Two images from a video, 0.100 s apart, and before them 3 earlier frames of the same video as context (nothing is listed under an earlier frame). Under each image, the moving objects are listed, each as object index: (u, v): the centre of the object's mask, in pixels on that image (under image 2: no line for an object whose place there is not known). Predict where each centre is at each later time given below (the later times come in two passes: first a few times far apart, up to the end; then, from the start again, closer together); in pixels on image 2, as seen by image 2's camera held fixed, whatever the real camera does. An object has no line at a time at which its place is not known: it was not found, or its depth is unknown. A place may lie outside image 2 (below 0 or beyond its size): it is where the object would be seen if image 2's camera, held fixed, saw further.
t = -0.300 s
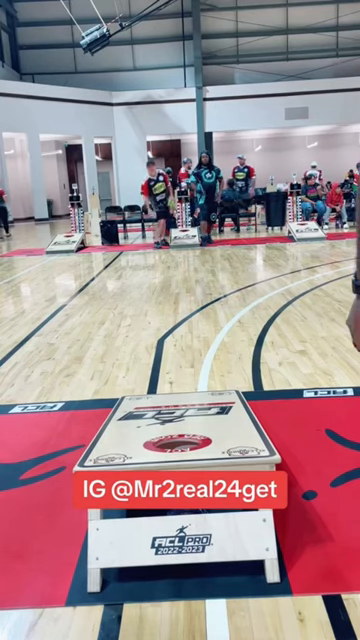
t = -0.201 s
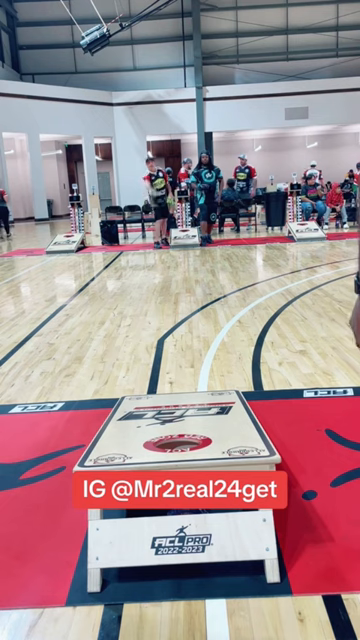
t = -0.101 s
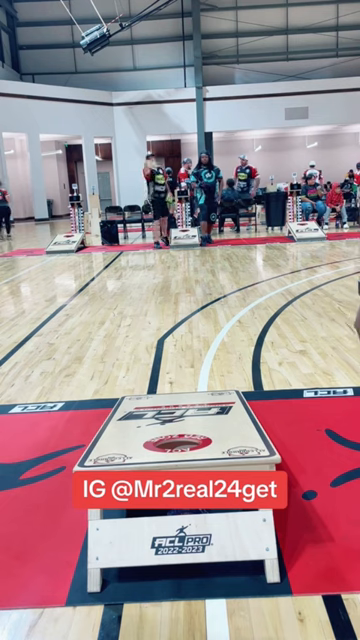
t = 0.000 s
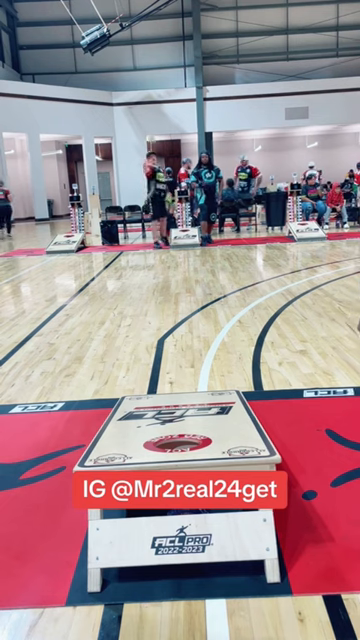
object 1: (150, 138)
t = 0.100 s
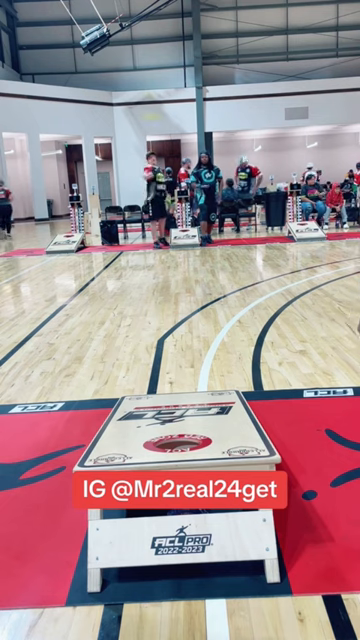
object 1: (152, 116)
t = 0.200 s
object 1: (150, 97)
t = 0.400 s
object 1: (151, 85)
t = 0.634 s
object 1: (156, 129)
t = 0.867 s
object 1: (177, 325)
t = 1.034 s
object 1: (186, 407)
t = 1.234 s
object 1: (195, 419)
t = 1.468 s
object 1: (197, 421)
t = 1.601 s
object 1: (197, 421)
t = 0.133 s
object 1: (149, 104)
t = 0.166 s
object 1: (149, 100)
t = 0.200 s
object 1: (150, 97)
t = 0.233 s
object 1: (149, 95)
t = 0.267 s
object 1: (150, 90)
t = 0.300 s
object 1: (150, 87)
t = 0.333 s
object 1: (150, 85)
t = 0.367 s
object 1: (151, 85)
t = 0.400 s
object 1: (151, 85)
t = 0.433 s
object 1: (151, 85)
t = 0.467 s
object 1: (151, 87)
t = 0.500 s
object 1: (151, 92)
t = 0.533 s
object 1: (154, 98)
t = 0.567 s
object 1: (152, 104)
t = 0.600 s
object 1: (154, 118)
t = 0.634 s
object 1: (156, 129)
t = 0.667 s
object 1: (160, 147)
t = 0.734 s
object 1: (163, 189)
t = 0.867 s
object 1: (177, 325)
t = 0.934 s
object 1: (183, 397)
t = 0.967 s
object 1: (185, 398)
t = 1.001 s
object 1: (186, 401)
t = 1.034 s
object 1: (186, 407)
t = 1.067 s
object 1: (188, 409)
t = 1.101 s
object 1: (190, 412)
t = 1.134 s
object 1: (192, 414)
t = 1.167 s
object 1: (193, 416)
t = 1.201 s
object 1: (194, 418)
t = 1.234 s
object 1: (195, 419)
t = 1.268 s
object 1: (196, 420)
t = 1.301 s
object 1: (196, 421)
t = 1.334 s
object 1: (197, 421)
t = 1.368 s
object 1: (197, 421)
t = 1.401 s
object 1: (197, 421)
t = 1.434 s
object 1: (197, 421)
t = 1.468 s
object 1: (197, 421)
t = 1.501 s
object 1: (197, 421)
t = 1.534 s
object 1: (197, 421)
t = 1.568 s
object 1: (197, 421)
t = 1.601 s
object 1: (197, 421)
